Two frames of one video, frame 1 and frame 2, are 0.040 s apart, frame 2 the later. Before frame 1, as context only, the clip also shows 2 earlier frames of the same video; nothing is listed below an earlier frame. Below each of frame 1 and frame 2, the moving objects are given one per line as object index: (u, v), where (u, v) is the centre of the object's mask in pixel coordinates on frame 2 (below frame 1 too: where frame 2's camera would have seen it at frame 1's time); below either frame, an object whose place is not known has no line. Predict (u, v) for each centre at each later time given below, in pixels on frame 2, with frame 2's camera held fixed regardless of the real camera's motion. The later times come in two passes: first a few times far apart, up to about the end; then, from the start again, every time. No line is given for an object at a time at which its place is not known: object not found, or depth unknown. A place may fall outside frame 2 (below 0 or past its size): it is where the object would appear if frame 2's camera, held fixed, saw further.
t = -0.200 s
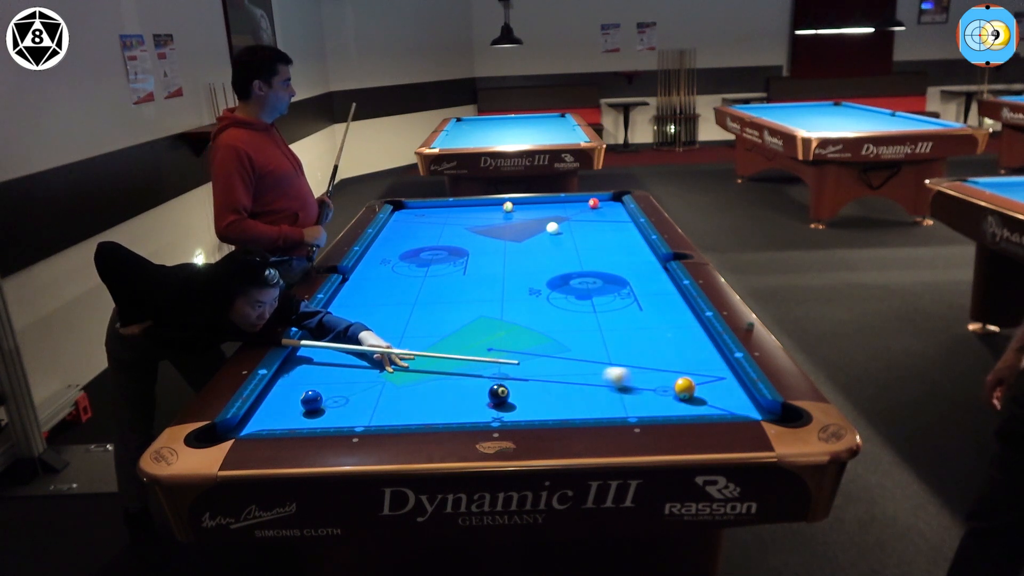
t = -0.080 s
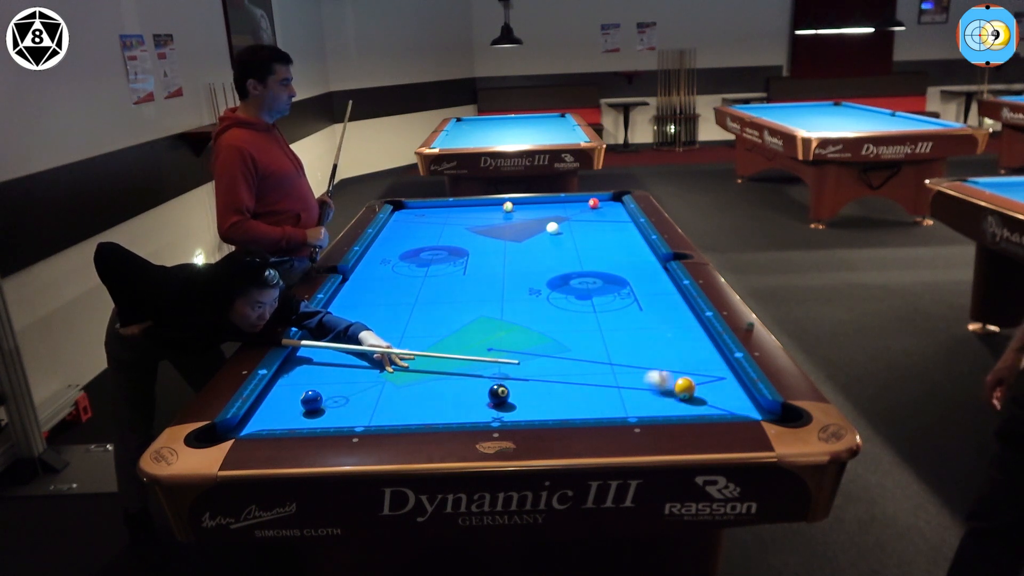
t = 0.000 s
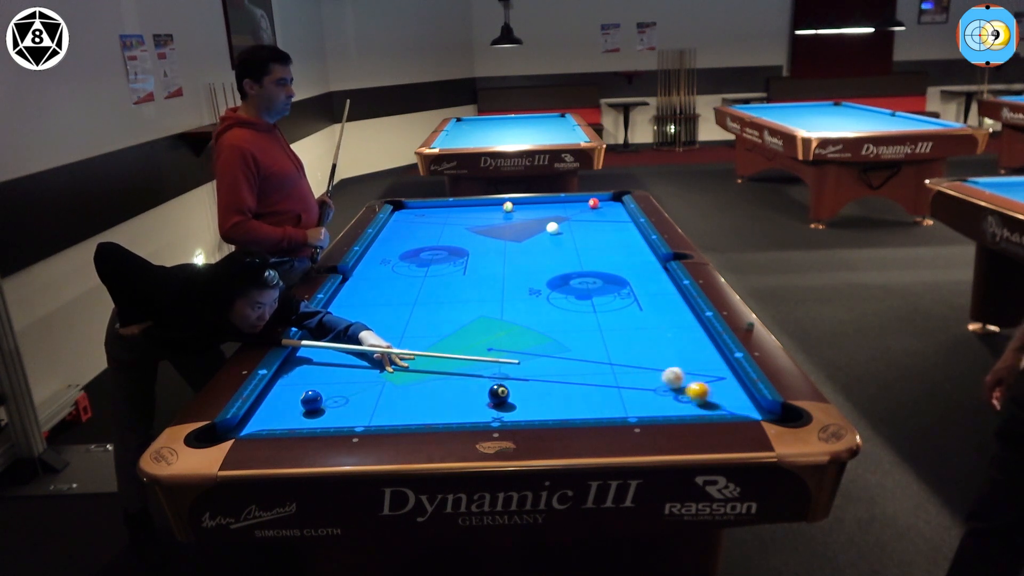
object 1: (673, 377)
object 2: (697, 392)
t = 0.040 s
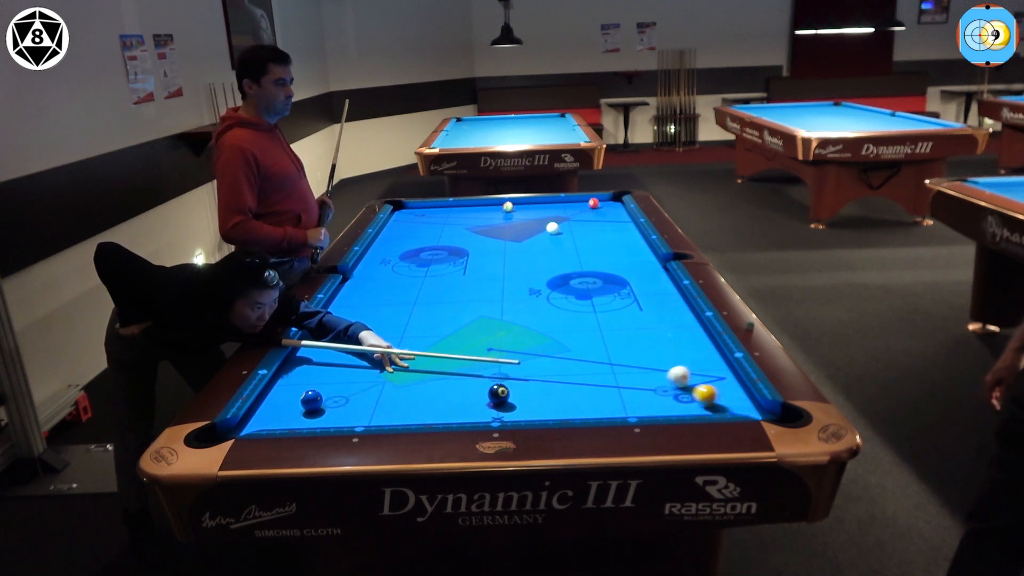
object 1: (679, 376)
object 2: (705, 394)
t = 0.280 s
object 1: (714, 368)
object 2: (752, 407)
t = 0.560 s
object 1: (700, 361)
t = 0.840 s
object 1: (672, 356)
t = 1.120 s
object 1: (646, 350)
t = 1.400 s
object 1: (624, 346)
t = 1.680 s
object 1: (605, 342)
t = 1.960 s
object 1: (587, 339)
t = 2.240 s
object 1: (572, 336)
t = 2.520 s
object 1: (559, 334)
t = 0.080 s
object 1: (685, 374)
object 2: (713, 397)
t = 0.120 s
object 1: (691, 373)
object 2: (720, 399)
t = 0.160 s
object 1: (697, 372)
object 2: (727, 401)
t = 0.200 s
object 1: (702, 370)
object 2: (734, 403)
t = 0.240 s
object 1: (708, 369)
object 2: (742, 405)
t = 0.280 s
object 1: (714, 368)
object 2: (752, 407)
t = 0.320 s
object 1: (720, 366)
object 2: (760, 410)
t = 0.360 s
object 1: (723, 365)
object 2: (766, 413)
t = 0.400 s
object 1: (719, 364)
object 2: (772, 418)
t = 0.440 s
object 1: (714, 363)
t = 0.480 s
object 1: (709, 362)
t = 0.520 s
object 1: (704, 362)
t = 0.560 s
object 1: (700, 361)
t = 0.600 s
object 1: (696, 360)
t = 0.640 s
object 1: (692, 359)
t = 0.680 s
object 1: (687, 358)
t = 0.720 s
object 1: (684, 358)
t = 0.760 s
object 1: (680, 357)
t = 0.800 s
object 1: (676, 356)
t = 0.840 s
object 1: (672, 356)
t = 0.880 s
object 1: (668, 355)
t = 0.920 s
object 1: (664, 354)
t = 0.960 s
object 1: (661, 353)
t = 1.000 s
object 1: (657, 353)
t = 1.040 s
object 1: (654, 352)
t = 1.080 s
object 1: (650, 351)
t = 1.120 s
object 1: (646, 350)
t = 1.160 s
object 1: (643, 350)
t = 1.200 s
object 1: (640, 349)
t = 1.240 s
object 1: (637, 349)
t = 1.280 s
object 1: (633, 348)
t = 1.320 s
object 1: (630, 347)
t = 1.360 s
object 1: (627, 347)
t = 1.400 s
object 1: (624, 346)
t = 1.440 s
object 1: (621, 346)
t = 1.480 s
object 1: (618, 345)
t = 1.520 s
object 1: (615, 344)
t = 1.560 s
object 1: (613, 344)
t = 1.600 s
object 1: (610, 343)
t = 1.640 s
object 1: (607, 343)
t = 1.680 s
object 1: (605, 342)
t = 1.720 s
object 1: (602, 342)
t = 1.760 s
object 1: (599, 342)
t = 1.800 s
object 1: (597, 341)
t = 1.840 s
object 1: (594, 341)
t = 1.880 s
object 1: (592, 340)
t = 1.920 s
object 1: (589, 339)
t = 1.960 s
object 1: (587, 339)
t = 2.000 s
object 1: (585, 339)
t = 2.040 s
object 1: (583, 338)
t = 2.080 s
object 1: (581, 338)
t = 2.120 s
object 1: (578, 337)
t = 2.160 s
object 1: (576, 337)
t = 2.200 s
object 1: (574, 337)
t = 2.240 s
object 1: (572, 336)
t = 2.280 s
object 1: (570, 336)
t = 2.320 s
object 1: (568, 336)
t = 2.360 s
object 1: (567, 335)
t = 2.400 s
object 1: (565, 335)
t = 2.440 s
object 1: (563, 335)
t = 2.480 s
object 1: (561, 334)
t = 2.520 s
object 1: (559, 334)
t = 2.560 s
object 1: (558, 334)
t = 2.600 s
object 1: (556, 333)
